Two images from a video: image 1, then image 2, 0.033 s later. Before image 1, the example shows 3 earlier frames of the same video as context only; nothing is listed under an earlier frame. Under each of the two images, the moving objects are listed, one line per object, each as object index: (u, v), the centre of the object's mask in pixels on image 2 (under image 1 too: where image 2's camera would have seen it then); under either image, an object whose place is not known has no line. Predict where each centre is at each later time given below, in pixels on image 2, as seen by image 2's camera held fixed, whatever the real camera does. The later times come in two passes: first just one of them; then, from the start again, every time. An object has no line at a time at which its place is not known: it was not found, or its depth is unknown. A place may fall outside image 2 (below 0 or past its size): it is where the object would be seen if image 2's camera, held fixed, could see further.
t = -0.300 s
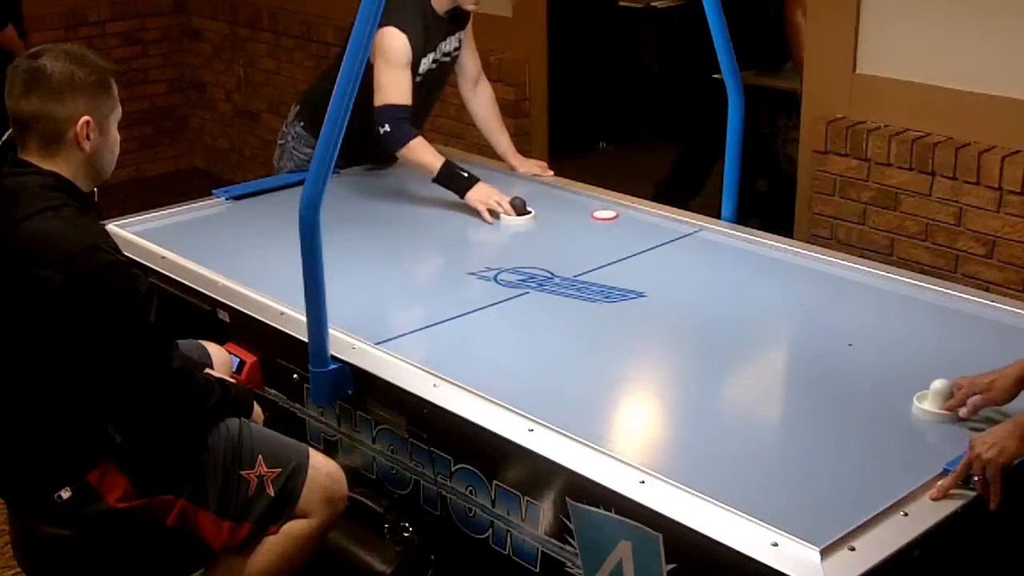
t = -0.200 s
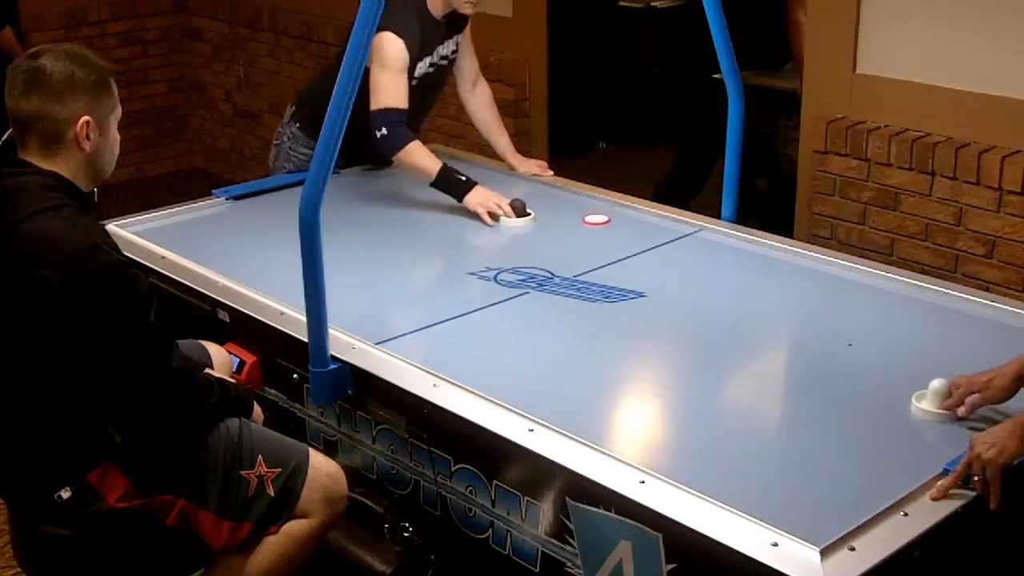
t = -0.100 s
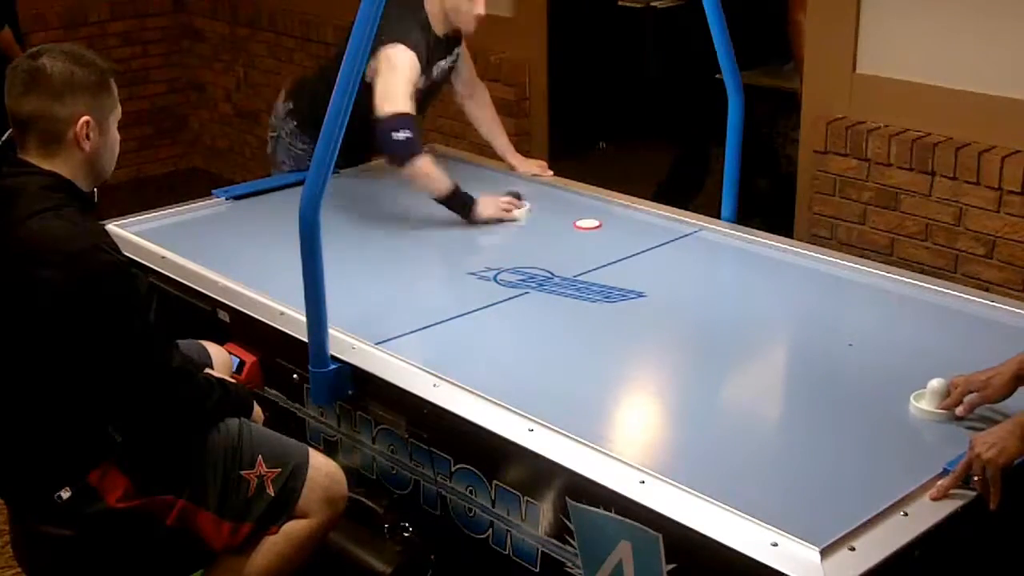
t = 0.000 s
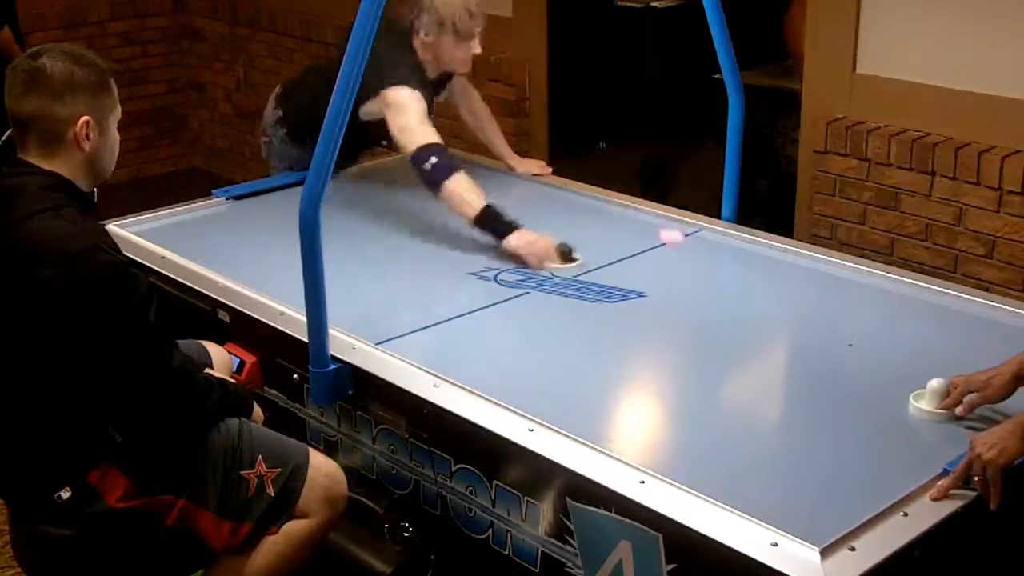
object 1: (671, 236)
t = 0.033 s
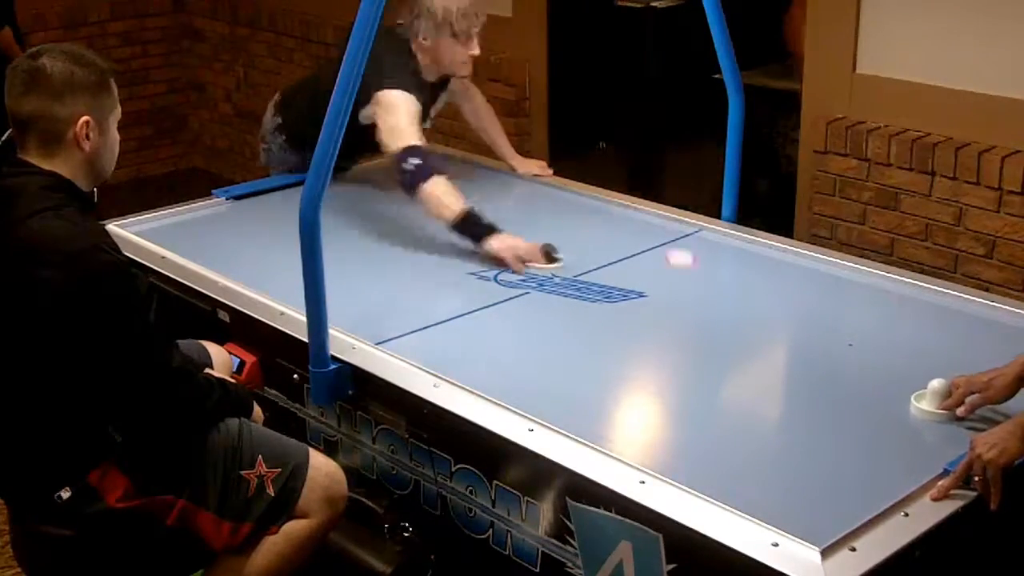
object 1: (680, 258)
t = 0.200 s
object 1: (743, 409)
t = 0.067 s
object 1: (690, 282)
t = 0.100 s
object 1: (701, 310)
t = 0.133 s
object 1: (714, 340)
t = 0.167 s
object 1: (728, 372)
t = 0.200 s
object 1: (743, 409)
